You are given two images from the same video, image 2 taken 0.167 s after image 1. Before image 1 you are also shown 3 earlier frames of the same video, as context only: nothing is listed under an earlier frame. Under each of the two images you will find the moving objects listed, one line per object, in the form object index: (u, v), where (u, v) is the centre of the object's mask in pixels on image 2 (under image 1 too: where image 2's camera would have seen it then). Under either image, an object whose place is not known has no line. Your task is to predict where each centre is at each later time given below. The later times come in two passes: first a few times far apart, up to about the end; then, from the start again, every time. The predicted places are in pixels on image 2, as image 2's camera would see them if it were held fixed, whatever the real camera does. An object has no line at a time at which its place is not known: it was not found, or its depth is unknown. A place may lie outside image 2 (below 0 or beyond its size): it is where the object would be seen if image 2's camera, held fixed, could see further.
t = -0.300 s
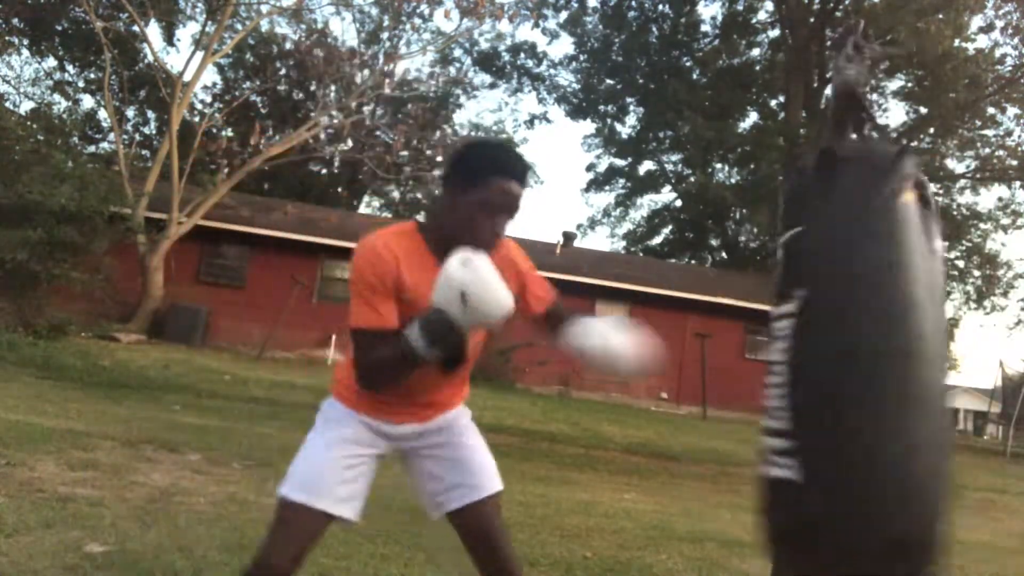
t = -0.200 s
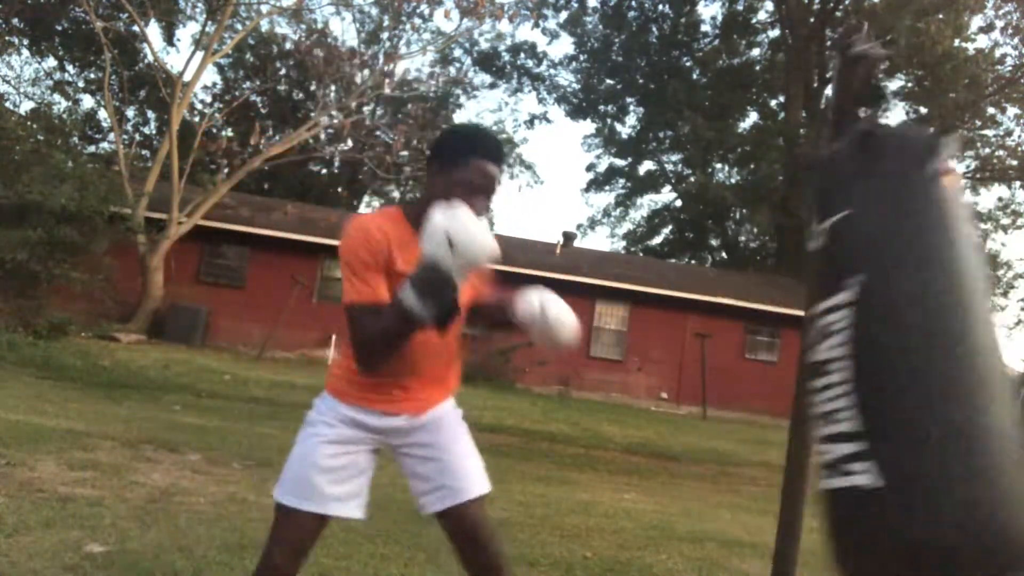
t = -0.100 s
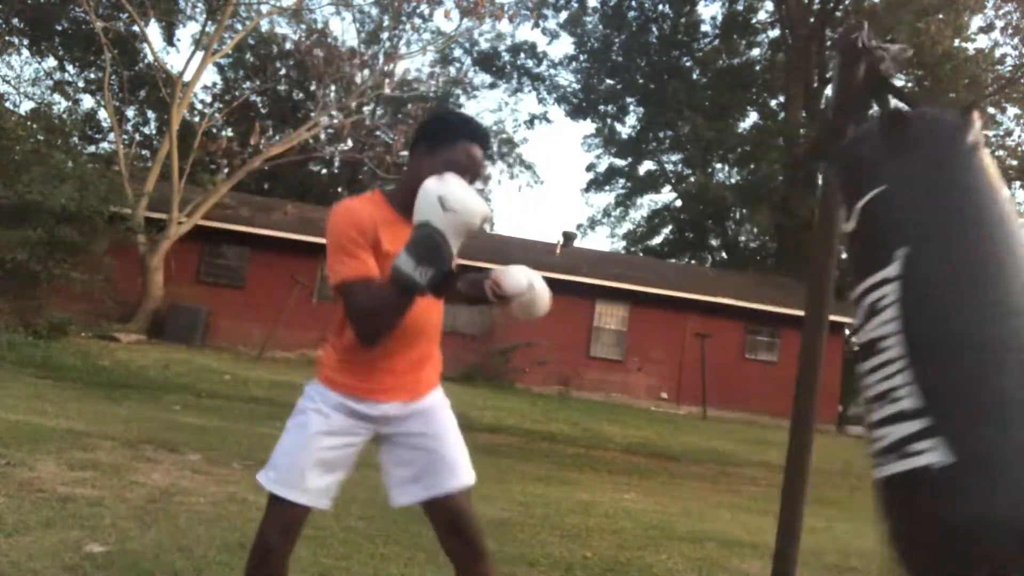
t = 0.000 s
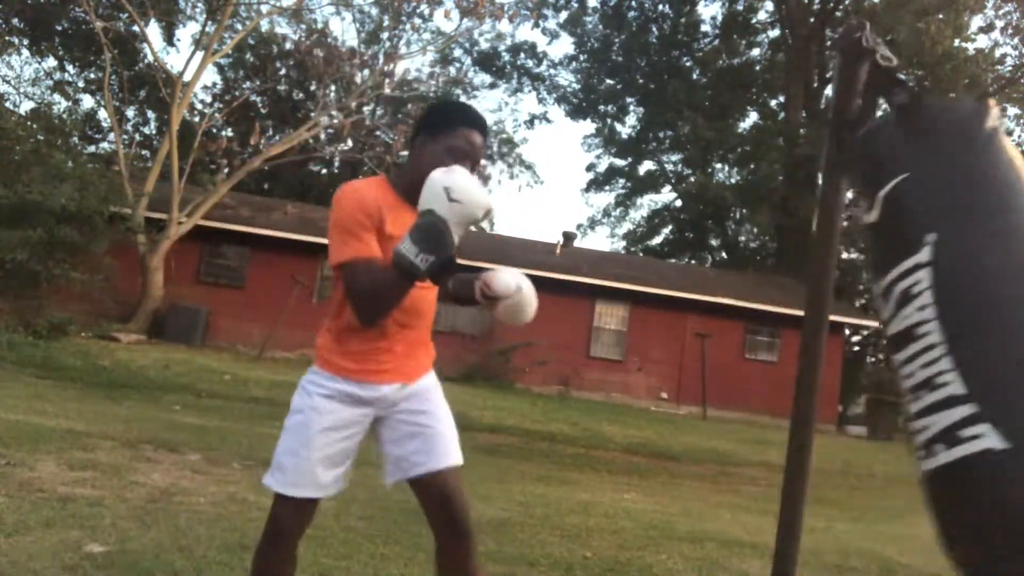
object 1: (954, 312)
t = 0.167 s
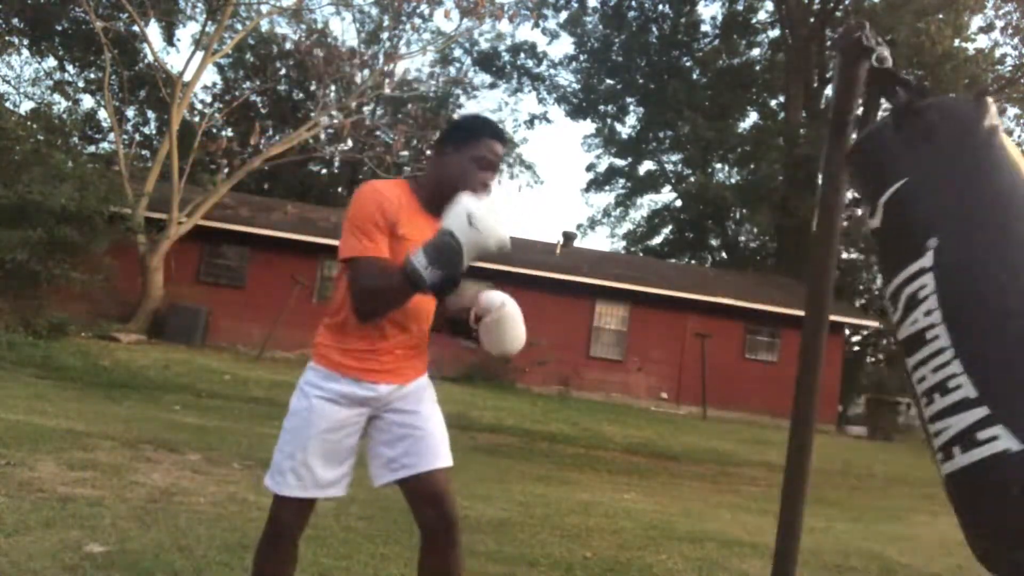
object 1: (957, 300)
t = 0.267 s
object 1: (949, 323)
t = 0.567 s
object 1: (856, 375)
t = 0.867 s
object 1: (751, 334)
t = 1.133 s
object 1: (731, 334)
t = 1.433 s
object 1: (792, 371)
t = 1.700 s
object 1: (909, 366)
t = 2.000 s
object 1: (950, 322)
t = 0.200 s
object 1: (956, 305)
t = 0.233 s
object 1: (953, 313)
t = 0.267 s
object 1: (949, 323)
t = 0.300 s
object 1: (946, 331)
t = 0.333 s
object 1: (940, 341)
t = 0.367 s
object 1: (932, 350)
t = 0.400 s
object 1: (925, 359)
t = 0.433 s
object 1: (914, 366)
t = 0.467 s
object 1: (902, 371)
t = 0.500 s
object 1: (886, 374)
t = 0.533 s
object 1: (873, 374)
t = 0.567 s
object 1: (856, 375)
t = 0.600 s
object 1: (840, 372)
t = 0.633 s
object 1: (826, 369)
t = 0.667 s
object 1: (812, 366)
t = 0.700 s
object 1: (799, 361)
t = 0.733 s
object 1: (786, 356)
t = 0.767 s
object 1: (775, 351)
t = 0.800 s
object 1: (765, 345)
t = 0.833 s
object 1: (757, 339)
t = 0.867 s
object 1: (751, 334)
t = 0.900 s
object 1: (746, 332)
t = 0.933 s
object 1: (742, 330)
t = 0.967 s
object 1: (738, 328)
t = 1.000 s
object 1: (736, 328)
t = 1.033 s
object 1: (733, 328)
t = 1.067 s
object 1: (732, 329)
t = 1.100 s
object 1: (732, 331)
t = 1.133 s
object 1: (731, 334)
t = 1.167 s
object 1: (731, 337)
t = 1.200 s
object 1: (733, 340)
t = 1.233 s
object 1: (735, 345)
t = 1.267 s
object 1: (739, 351)
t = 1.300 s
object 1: (743, 357)
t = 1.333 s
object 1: (748, 364)
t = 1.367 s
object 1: (756, 374)
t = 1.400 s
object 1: (779, 367)
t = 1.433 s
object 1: (792, 371)
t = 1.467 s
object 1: (804, 376)
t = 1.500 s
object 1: (817, 376)
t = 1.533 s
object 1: (831, 377)
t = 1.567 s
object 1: (846, 375)
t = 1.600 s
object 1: (862, 373)
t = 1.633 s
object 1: (877, 372)
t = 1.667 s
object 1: (890, 371)
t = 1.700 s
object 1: (909, 366)
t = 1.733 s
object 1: (921, 361)
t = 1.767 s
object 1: (928, 353)
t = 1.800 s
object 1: (933, 346)
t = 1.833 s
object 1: (939, 339)
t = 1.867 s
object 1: (942, 333)
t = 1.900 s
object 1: (946, 328)
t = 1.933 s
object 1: (948, 325)
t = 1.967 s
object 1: (949, 323)
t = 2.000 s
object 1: (950, 322)
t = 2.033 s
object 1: (949, 324)
